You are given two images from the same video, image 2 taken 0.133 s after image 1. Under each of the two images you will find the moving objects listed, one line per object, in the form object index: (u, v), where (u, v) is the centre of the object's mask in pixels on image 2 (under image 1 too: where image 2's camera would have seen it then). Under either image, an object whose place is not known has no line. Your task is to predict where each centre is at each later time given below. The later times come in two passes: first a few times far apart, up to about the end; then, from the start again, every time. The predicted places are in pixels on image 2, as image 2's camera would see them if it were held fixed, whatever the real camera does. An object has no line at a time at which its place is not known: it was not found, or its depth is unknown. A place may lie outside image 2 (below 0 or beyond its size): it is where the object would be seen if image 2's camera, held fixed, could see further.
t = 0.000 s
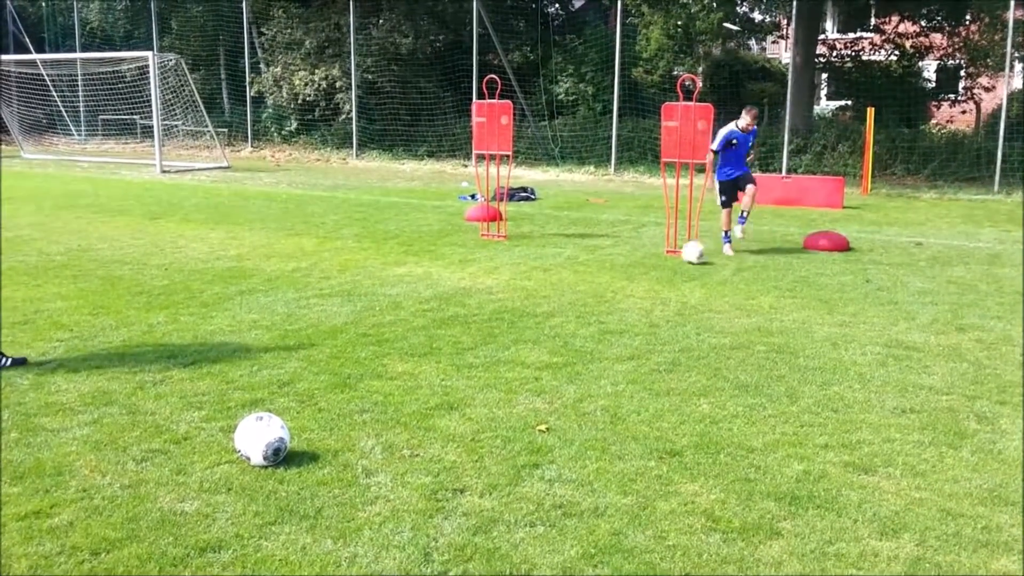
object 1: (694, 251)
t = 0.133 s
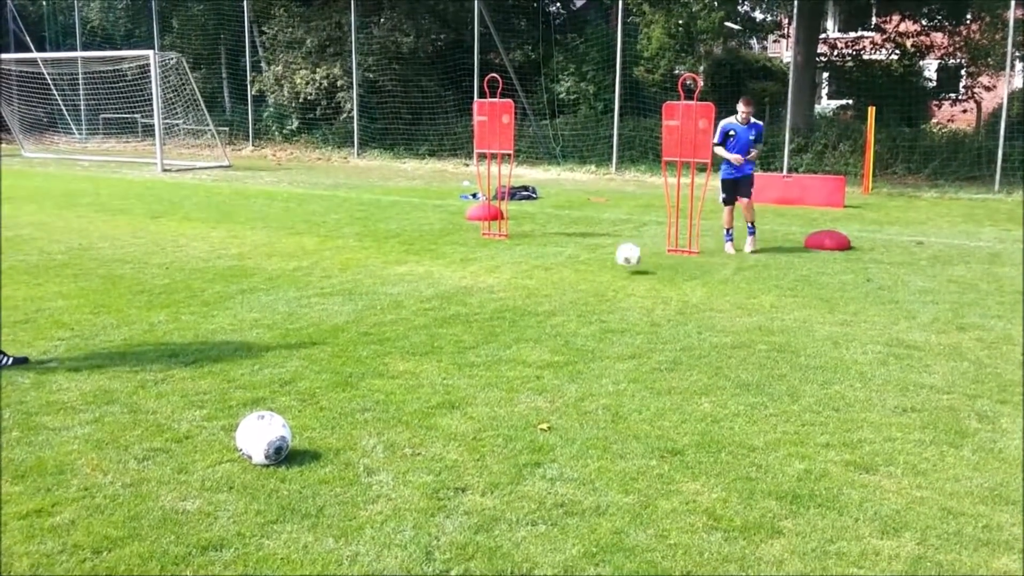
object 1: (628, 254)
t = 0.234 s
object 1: (575, 263)
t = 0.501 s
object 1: (435, 292)
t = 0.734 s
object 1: (296, 315)
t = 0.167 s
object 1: (611, 256)
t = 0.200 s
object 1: (593, 259)
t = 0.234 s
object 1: (575, 263)
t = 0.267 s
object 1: (556, 269)
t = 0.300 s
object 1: (537, 276)
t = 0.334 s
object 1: (520, 278)
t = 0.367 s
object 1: (504, 279)
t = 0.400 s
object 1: (487, 280)
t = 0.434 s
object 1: (471, 282)
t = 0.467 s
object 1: (453, 287)
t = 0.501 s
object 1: (435, 292)
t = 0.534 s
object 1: (417, 295)
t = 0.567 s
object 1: (398, 295)
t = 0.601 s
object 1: (379, 295)
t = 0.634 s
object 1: (359, 298)
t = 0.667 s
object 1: (338, 302)
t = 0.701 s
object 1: (317, 308)
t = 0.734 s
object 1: (296, 315)
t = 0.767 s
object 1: (275, 318)
